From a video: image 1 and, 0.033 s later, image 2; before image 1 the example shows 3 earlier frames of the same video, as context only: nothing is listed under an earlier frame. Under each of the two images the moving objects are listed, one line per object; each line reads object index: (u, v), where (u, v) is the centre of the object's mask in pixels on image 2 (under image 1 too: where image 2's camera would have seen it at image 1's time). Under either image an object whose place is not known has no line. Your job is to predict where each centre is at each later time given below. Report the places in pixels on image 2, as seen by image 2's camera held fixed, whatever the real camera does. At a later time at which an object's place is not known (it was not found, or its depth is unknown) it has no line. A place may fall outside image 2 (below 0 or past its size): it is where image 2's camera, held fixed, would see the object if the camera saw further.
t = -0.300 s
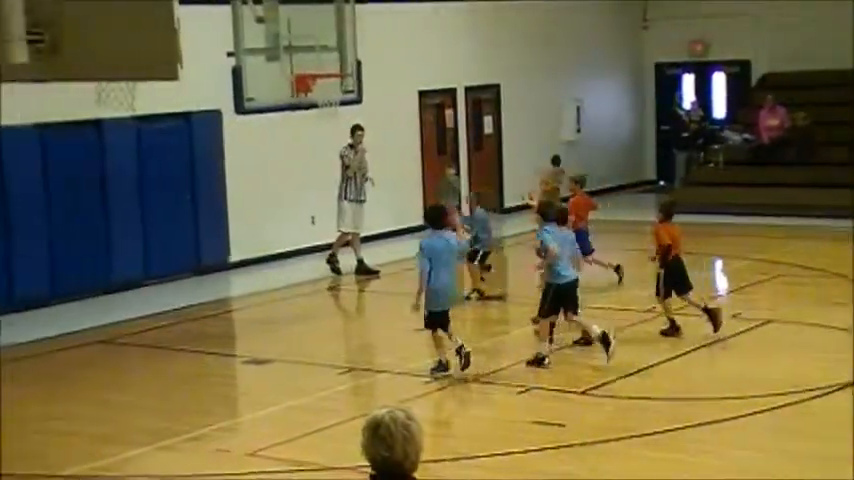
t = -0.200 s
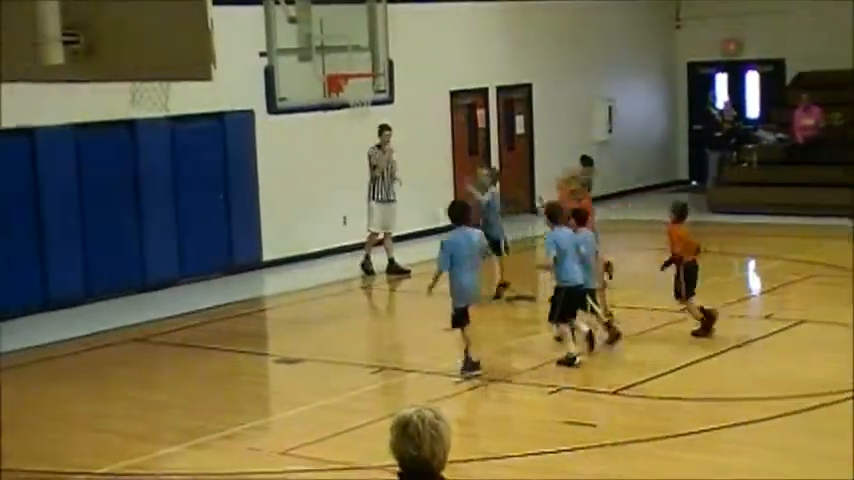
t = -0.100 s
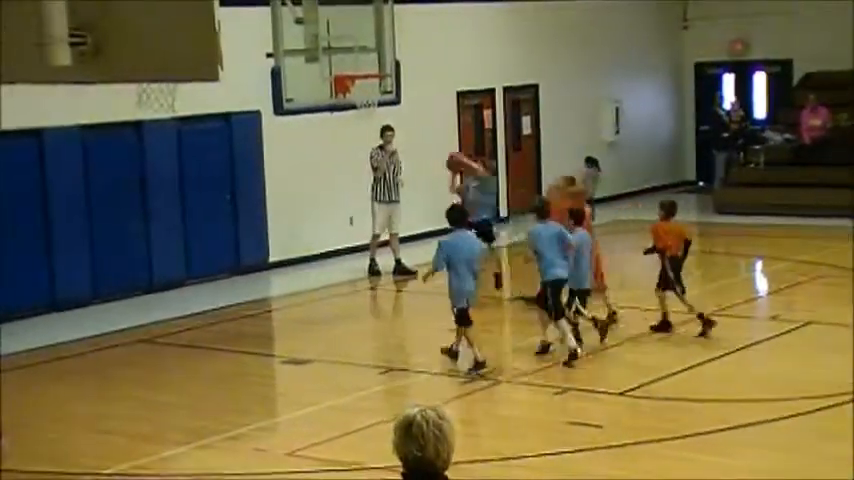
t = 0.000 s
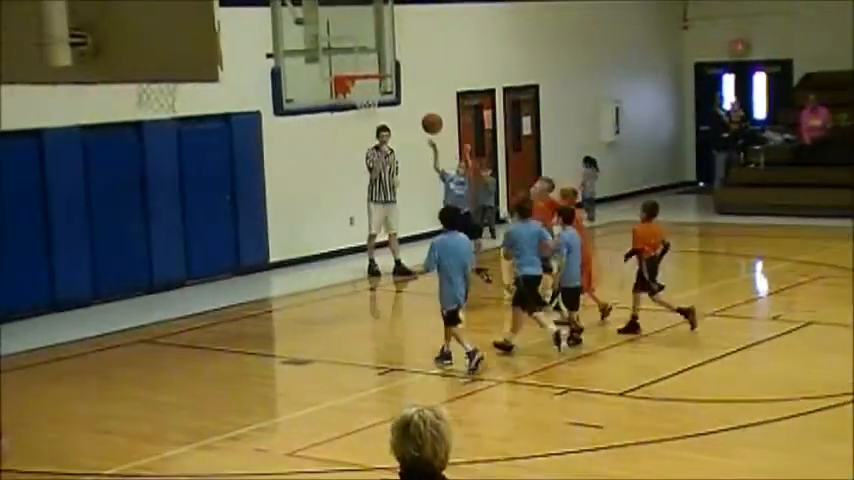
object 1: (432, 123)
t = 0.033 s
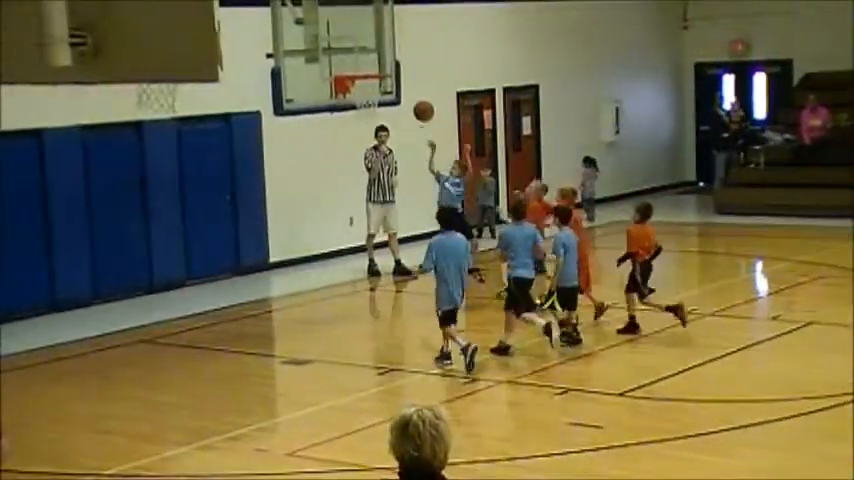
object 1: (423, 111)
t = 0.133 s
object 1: (399, 79)
